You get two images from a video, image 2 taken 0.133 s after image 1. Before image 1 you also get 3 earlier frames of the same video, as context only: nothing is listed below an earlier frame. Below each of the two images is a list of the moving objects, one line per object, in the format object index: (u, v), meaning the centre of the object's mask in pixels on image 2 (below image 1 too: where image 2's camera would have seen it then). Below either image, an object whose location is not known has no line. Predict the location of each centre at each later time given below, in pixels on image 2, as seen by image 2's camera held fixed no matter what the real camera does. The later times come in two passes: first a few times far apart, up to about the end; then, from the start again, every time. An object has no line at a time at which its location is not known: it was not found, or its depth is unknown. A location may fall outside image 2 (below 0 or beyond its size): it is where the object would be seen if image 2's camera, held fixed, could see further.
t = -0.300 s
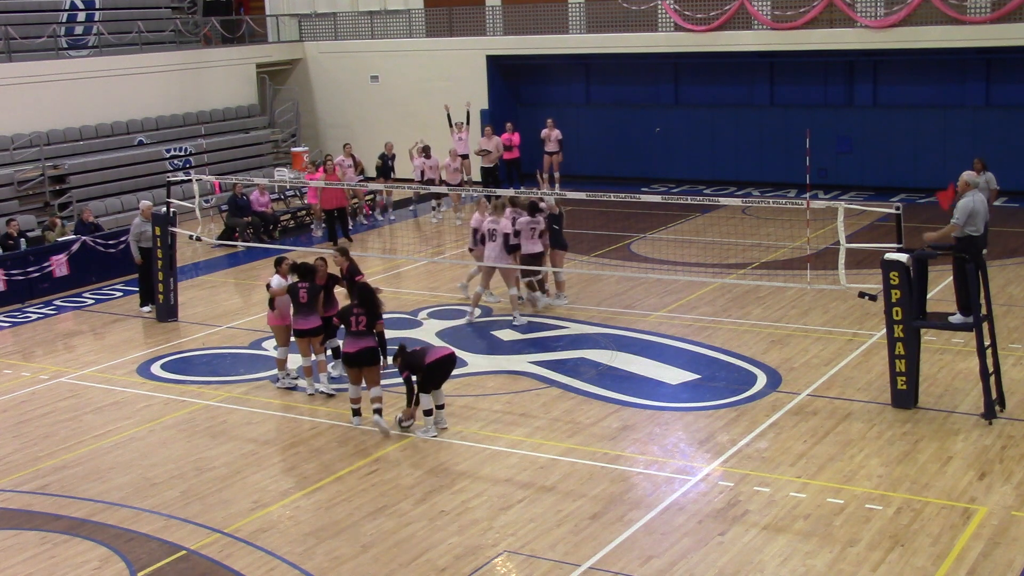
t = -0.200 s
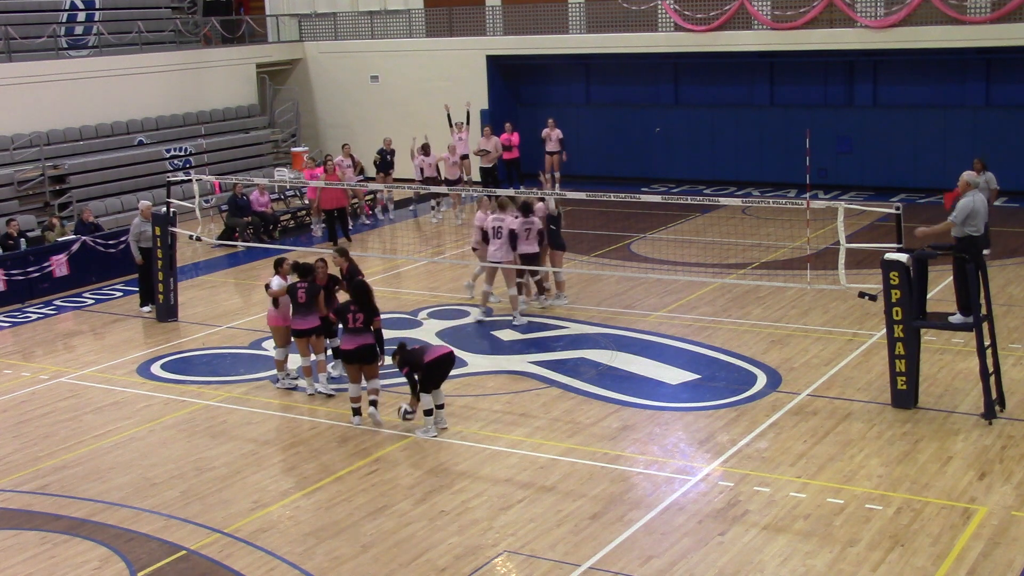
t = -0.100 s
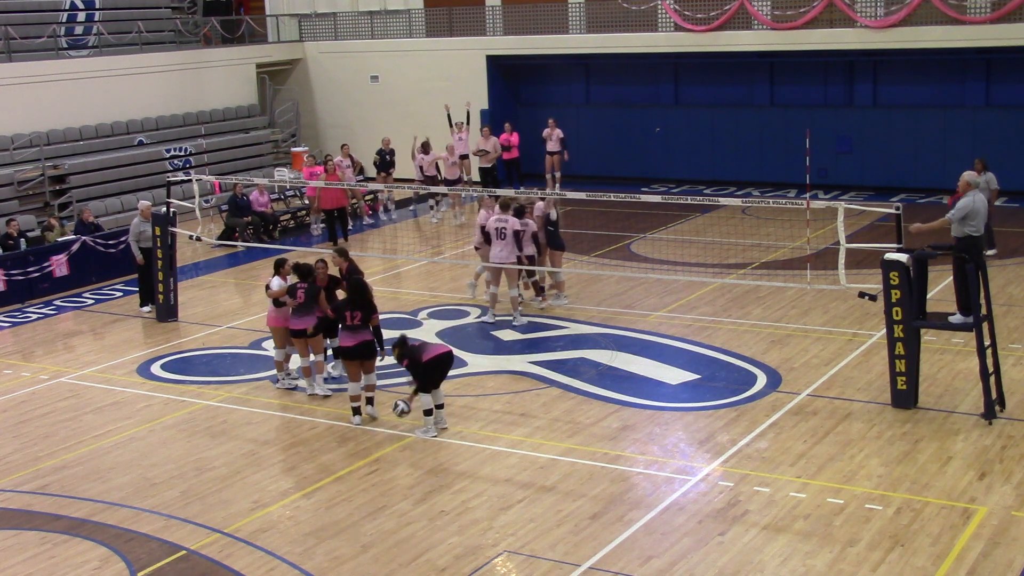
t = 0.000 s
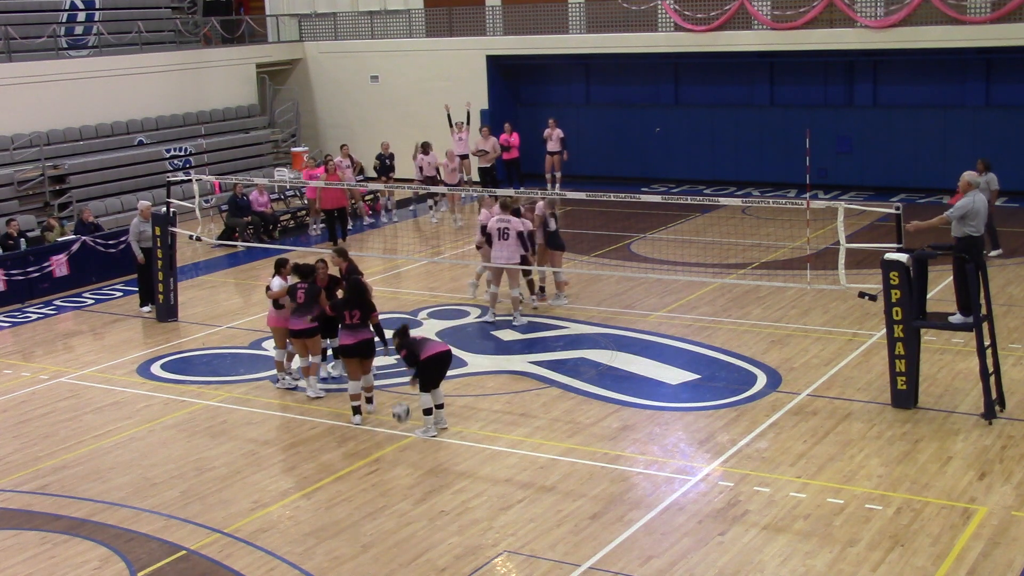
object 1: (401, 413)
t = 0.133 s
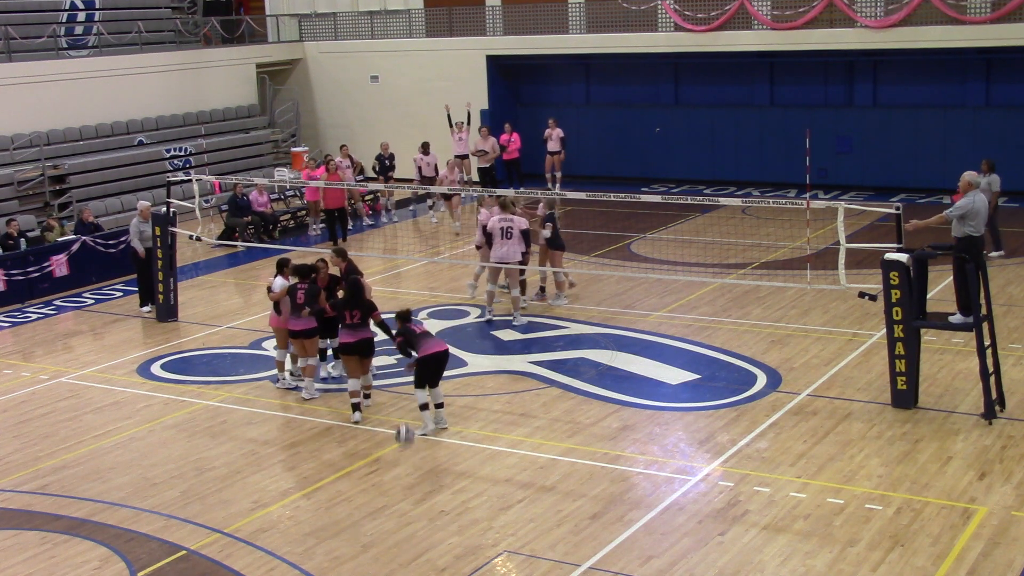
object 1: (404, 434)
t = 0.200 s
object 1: (407, 454)
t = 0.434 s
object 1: (417, 490)
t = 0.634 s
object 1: (427, 525)
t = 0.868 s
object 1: (443, 563)
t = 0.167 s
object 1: (406, 443)
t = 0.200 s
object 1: (407, 454)
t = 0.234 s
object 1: (408, 464)
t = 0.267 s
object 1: (409, 477)
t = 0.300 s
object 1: (411, 489)
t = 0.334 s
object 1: (412, 489)
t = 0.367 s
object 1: (413, 488)
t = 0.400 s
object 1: (415, 488)
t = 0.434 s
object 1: (417, 490)
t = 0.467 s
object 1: (418, 492)
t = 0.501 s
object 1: (420, 496)
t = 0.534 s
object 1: (422, 502)
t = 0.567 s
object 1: (424, 507)
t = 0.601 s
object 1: (426, 516)
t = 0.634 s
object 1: (427, 525)
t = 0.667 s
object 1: (430, 535)
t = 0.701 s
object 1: (432, 549)
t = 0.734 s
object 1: (435, 552)
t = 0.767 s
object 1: (436, 553)
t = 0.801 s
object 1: (438, 556)
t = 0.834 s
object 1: (440, 559)
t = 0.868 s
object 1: (443, 563)
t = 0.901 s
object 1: (445, 566)
